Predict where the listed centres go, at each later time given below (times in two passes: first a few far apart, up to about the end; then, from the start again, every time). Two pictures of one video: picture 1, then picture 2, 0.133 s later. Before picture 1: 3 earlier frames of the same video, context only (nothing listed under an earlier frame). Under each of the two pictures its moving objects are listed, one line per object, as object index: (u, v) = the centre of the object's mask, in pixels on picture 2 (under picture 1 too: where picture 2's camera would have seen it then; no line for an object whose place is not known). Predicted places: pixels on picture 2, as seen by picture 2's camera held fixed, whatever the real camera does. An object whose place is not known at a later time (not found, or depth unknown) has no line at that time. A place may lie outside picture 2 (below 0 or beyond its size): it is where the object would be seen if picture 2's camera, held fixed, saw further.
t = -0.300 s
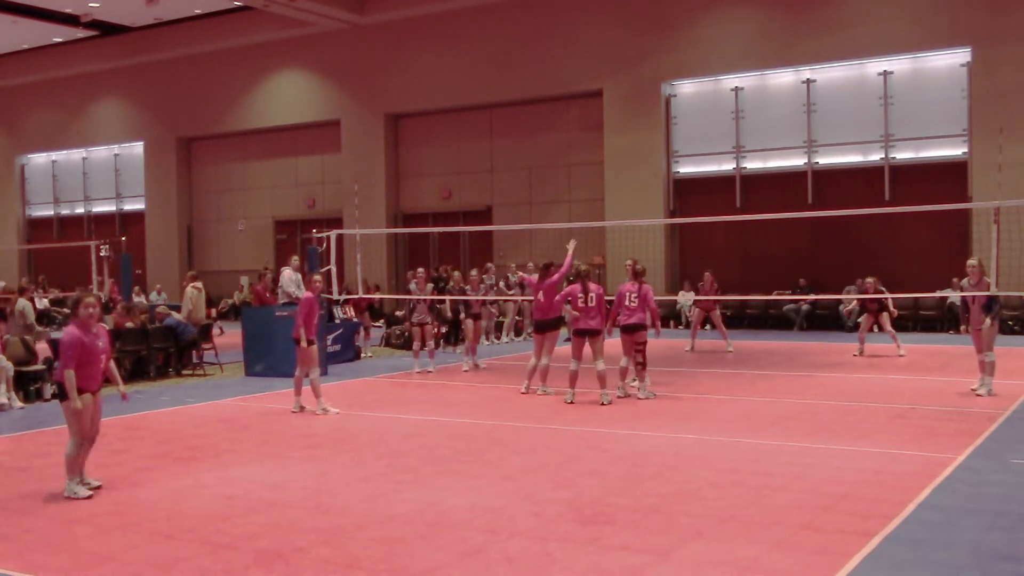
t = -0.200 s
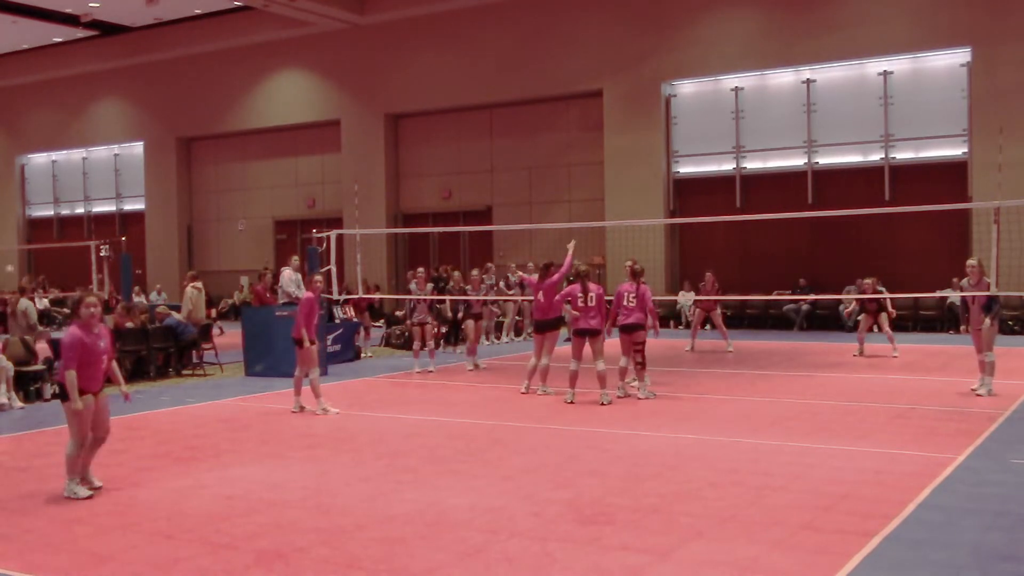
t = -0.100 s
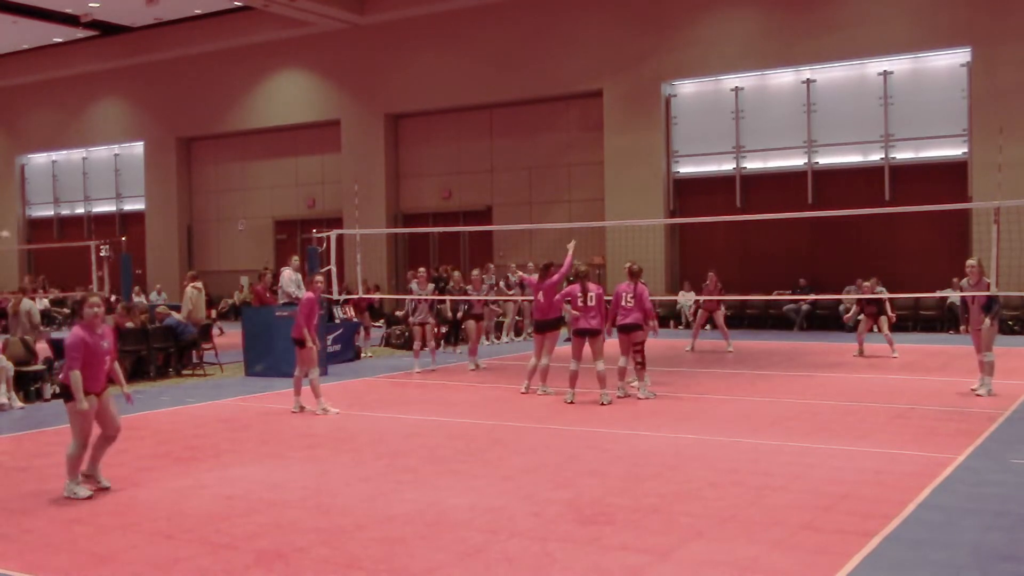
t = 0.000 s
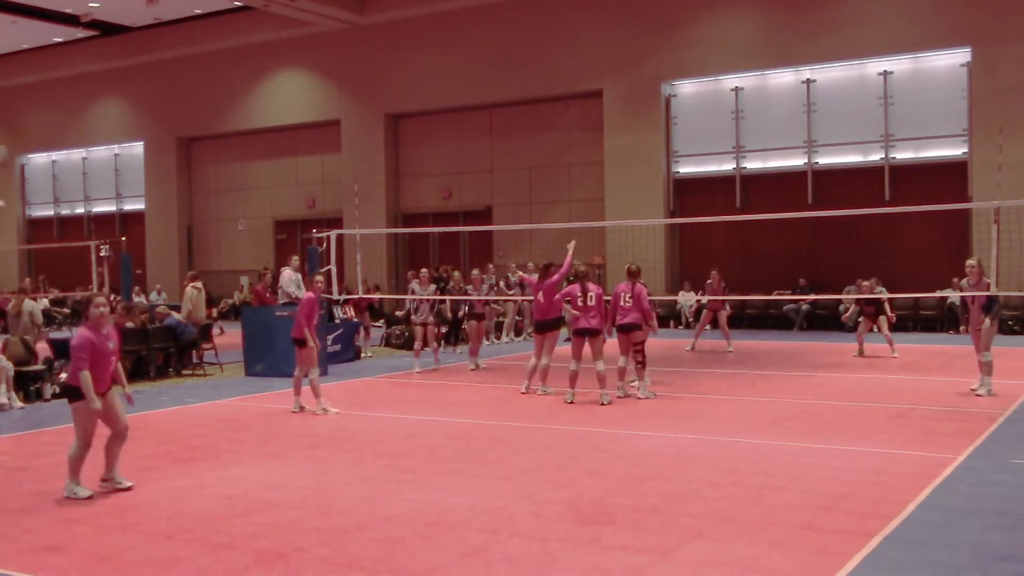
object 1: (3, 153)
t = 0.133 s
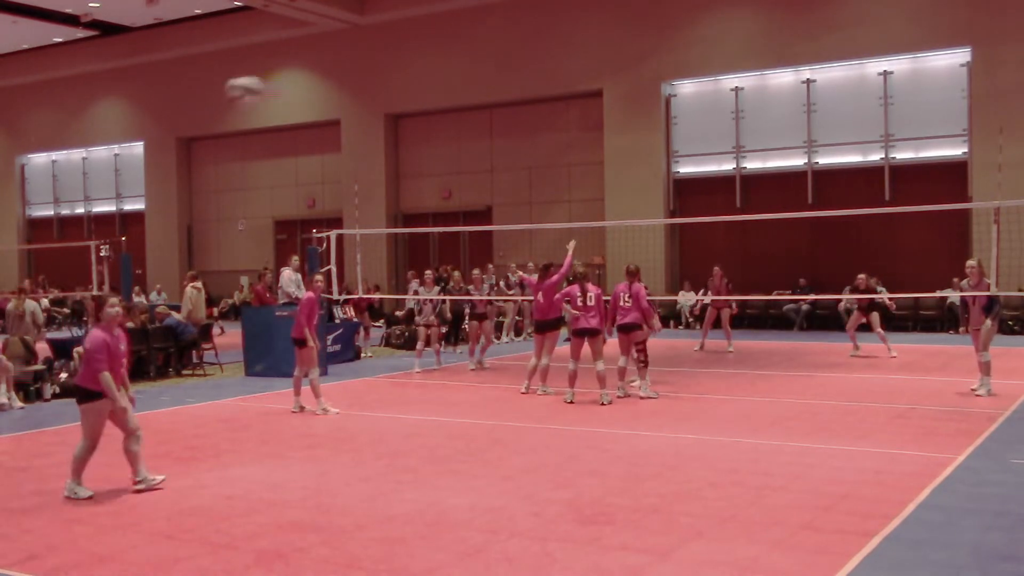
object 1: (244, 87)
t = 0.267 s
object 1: (418, 66)
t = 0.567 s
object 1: (659, 95)
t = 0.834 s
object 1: (789, 177)
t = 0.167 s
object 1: (296, 76)
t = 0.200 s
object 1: (340, 74)
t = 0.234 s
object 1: (381, 69)
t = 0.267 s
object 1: (418, 66)
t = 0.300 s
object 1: (454, 64)
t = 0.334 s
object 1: (485, 64)
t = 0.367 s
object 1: (516, 65)
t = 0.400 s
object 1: (545, 70)
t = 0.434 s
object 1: (570, 73)
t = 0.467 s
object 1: (596, 78)
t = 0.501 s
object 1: (618, 82)
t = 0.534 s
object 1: (640, 90)
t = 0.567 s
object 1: (659, 95)
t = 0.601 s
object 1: (680, 107)
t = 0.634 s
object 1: (698, 115)
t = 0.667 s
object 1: (716, 124)
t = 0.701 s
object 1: (732, 133)
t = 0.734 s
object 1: (746, 142)
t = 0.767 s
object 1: (760, 154)
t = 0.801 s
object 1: (776, 165)
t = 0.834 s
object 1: (789, 177)
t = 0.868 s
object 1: (801, 187)
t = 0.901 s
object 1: (814, 199)
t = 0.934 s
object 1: (825, 212)
